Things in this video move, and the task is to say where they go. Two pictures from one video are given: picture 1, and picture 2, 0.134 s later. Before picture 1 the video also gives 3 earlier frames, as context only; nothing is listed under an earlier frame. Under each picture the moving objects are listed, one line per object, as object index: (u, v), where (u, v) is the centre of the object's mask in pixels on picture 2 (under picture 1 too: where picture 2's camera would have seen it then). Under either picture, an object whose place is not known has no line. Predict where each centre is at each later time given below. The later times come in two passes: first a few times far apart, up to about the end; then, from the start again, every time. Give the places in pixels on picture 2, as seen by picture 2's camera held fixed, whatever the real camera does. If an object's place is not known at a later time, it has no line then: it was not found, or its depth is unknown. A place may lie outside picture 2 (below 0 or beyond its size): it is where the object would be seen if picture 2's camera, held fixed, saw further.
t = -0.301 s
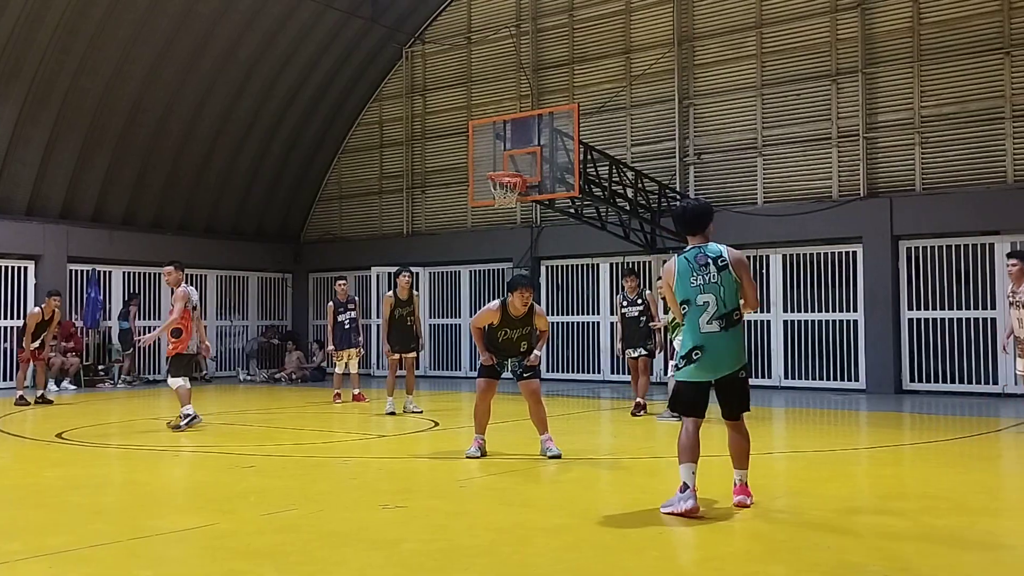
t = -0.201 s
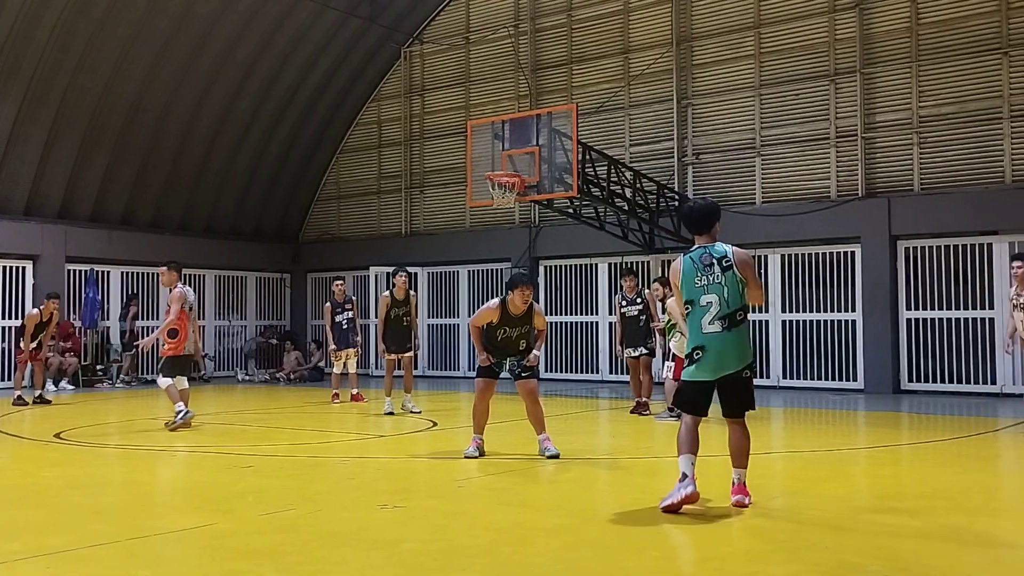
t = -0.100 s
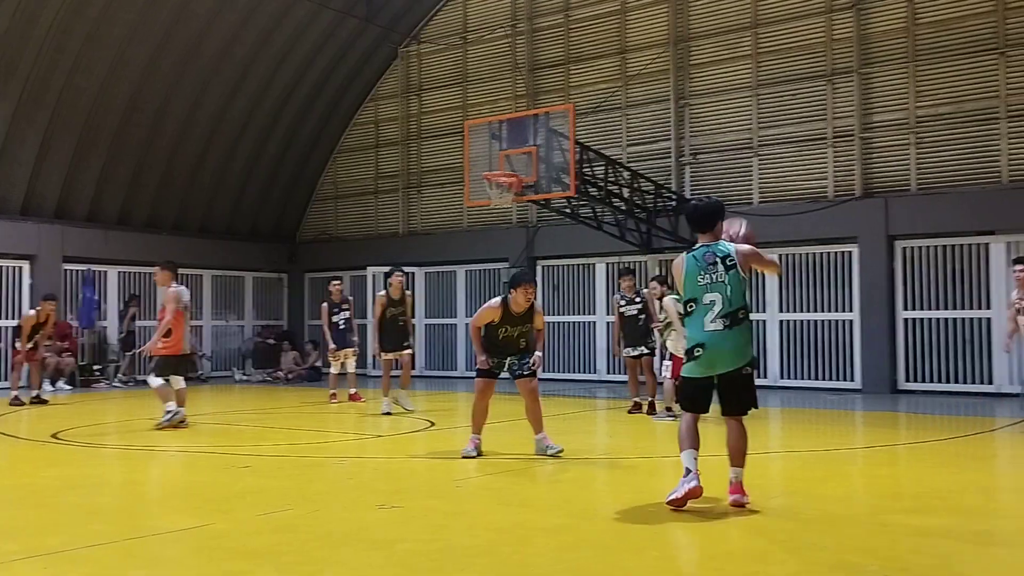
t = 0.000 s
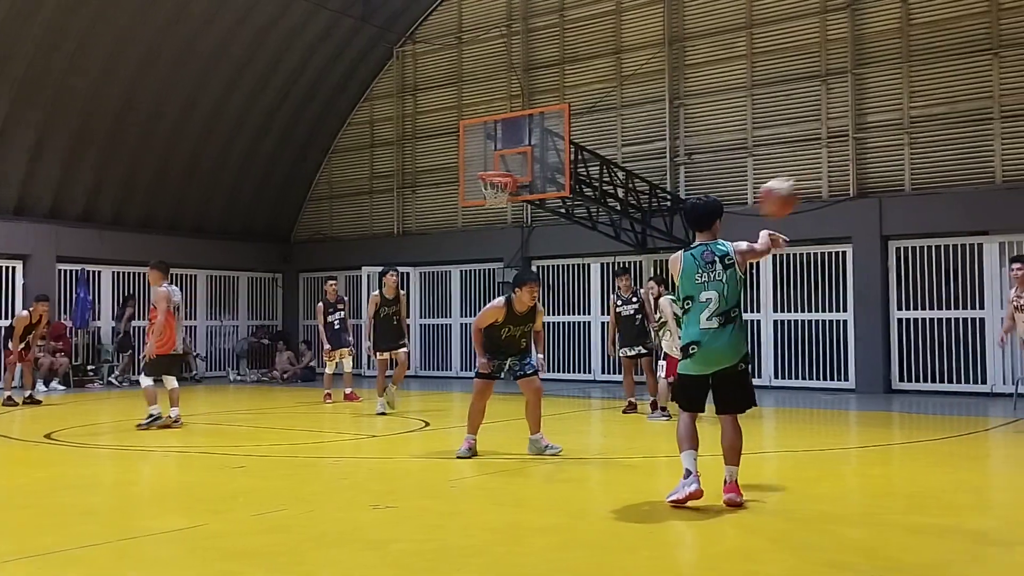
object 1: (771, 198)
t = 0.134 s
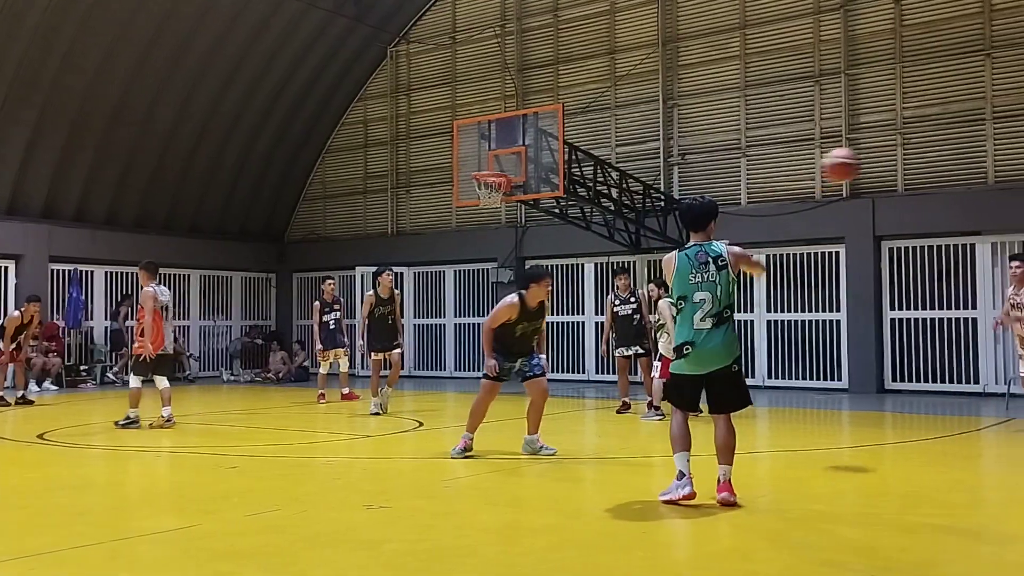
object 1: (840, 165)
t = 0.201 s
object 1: (868, 160)
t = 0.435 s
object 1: (959, 183)
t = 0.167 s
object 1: (855, 161)
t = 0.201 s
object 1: (868, 160)
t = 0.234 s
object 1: (884, 159)
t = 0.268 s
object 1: (898, 159)
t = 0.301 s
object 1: (911, 162)
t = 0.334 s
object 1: (924, 165)
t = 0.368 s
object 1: (936, 170)
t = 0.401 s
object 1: (947, 175)
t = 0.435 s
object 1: (959, 183)
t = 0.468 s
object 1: (970, 190)
